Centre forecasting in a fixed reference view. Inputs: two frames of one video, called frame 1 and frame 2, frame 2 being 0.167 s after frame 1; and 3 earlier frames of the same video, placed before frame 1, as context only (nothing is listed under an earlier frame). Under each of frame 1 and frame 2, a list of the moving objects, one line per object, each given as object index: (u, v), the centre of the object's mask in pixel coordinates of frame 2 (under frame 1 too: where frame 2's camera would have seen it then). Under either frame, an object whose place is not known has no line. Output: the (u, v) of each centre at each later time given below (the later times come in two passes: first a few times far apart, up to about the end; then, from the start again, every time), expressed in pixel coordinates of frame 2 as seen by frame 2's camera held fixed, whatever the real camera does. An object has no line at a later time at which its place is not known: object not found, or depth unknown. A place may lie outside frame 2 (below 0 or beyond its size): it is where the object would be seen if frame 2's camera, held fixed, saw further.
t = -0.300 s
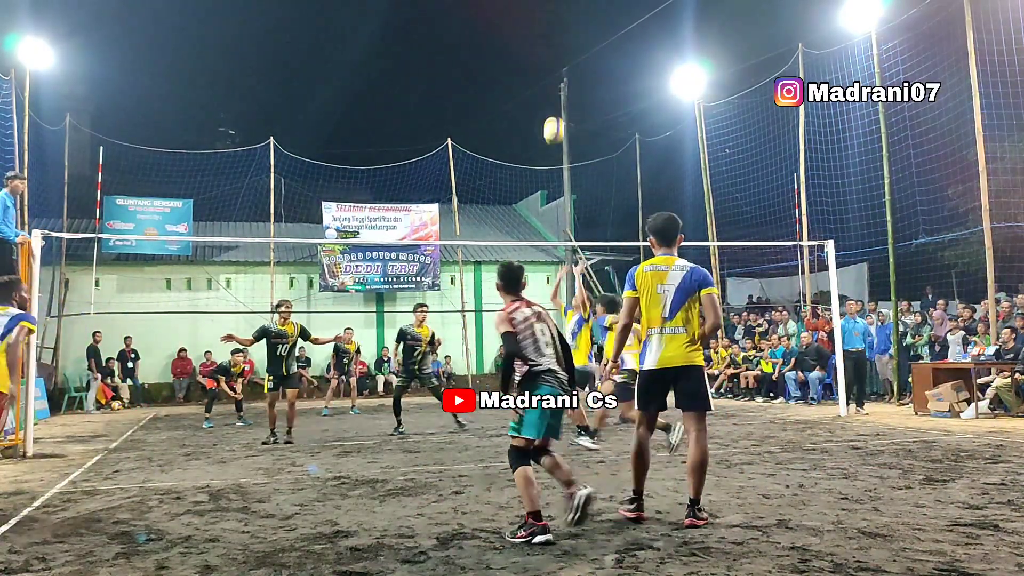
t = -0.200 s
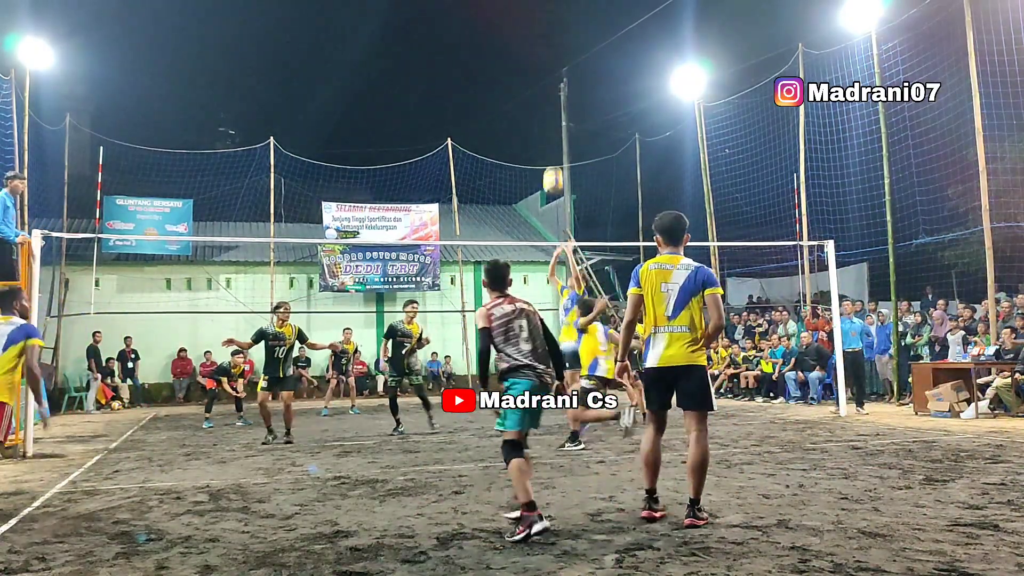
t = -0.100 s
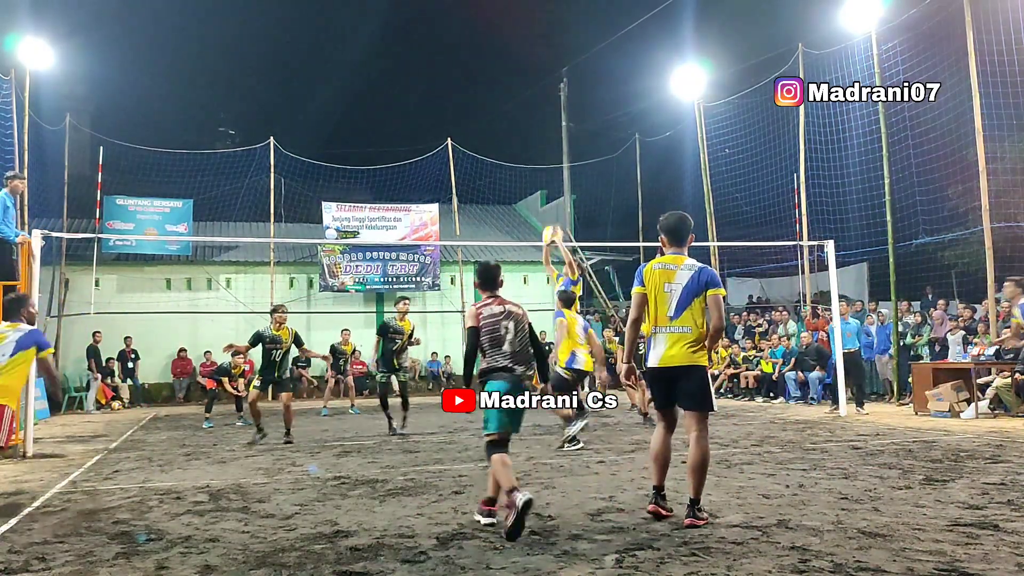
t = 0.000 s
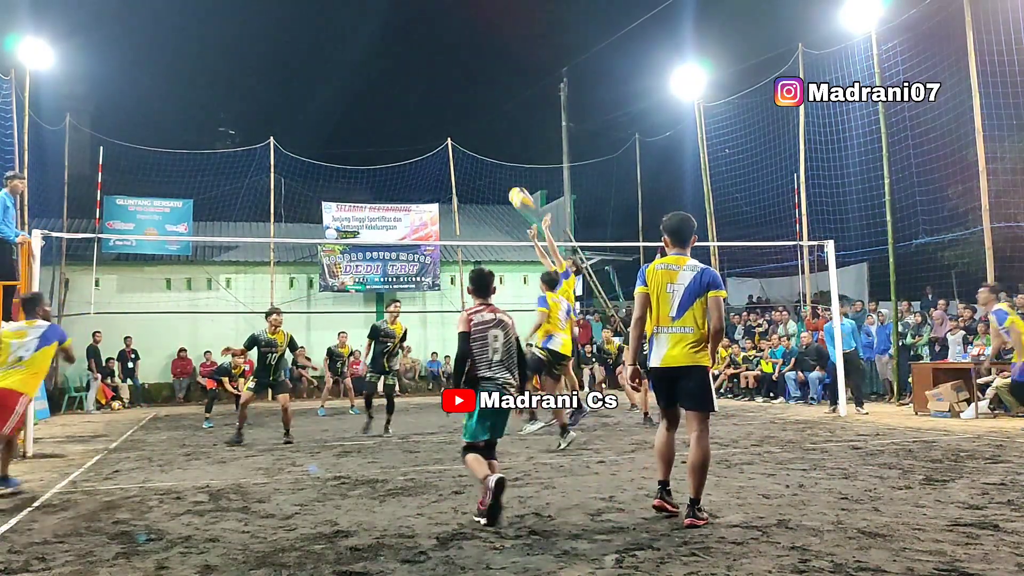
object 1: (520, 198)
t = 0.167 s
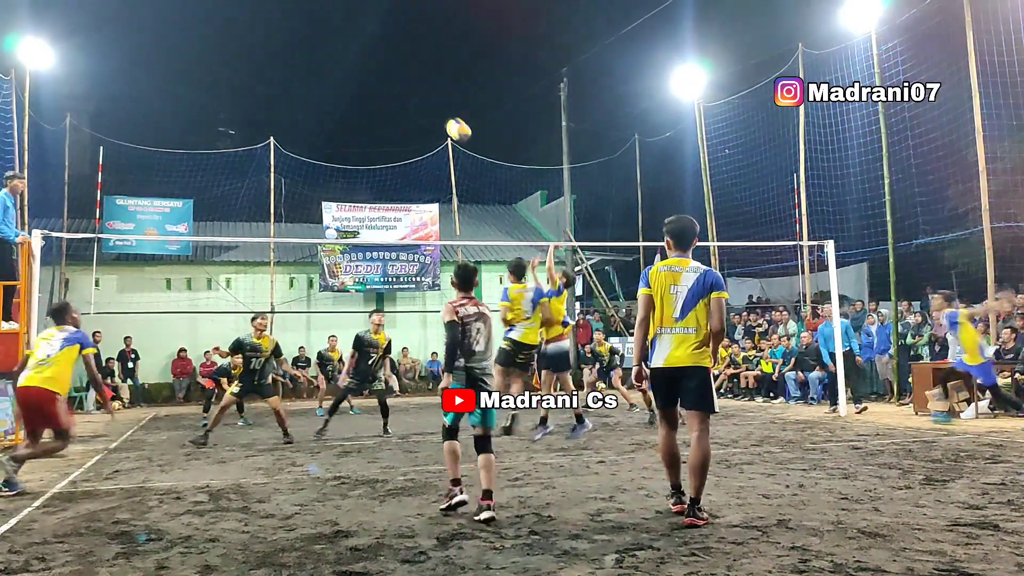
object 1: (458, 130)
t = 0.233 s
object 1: (432, 108)
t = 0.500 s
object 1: (335, 62)
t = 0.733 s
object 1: (249, 73)
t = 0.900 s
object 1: (189, 111)
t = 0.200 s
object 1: (445, 118)
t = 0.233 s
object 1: (432, 108)
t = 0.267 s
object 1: (421, 99)
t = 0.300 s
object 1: (408, 91)
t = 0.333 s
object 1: (395, 83)
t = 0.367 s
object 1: (384, 77)
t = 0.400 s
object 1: (371, 72)
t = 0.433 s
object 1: (358, 67)
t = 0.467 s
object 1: (347, 64)
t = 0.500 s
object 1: (335, 62)
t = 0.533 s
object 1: (322, 60)
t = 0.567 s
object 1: (310, 60)
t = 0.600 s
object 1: (298, 60)
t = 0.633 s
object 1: (285, 62)
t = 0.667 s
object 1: (274, 65)
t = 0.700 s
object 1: (262, 68)
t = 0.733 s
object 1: (249, 73)
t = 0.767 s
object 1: (238, 78)
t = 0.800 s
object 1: (225, 85)
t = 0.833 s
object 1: (212, 93)
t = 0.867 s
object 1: (201, 101)
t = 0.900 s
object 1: (189, 111)
